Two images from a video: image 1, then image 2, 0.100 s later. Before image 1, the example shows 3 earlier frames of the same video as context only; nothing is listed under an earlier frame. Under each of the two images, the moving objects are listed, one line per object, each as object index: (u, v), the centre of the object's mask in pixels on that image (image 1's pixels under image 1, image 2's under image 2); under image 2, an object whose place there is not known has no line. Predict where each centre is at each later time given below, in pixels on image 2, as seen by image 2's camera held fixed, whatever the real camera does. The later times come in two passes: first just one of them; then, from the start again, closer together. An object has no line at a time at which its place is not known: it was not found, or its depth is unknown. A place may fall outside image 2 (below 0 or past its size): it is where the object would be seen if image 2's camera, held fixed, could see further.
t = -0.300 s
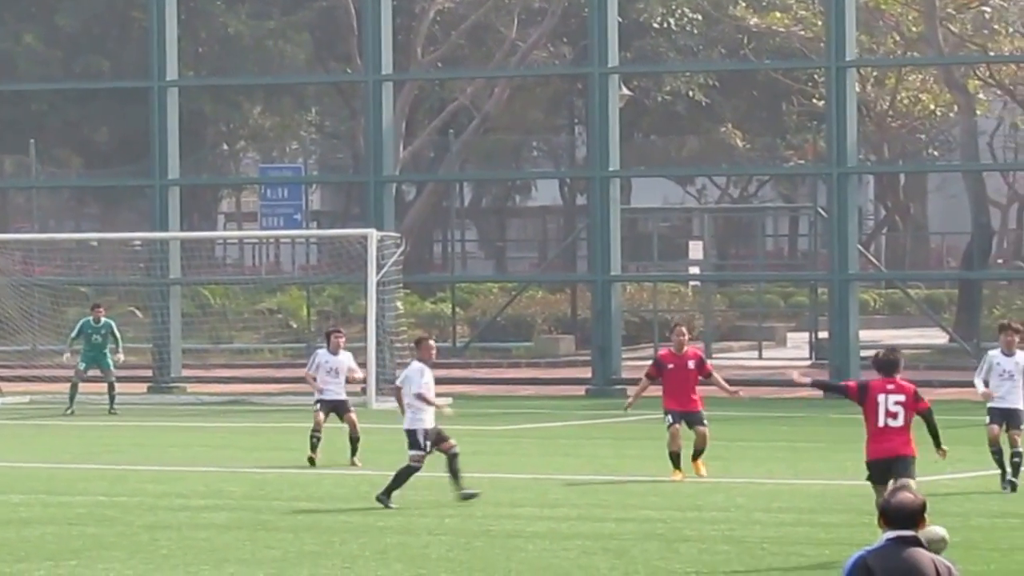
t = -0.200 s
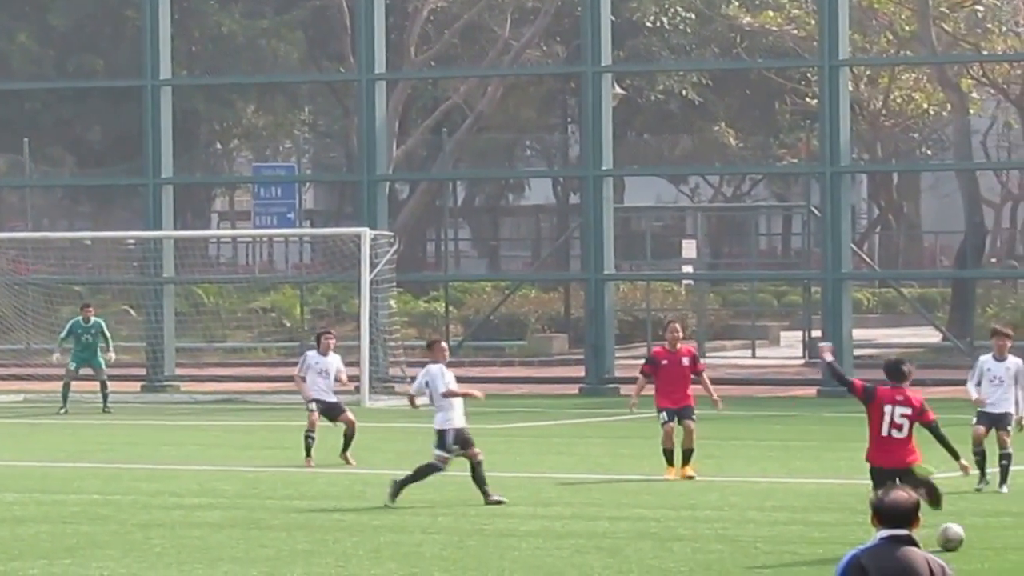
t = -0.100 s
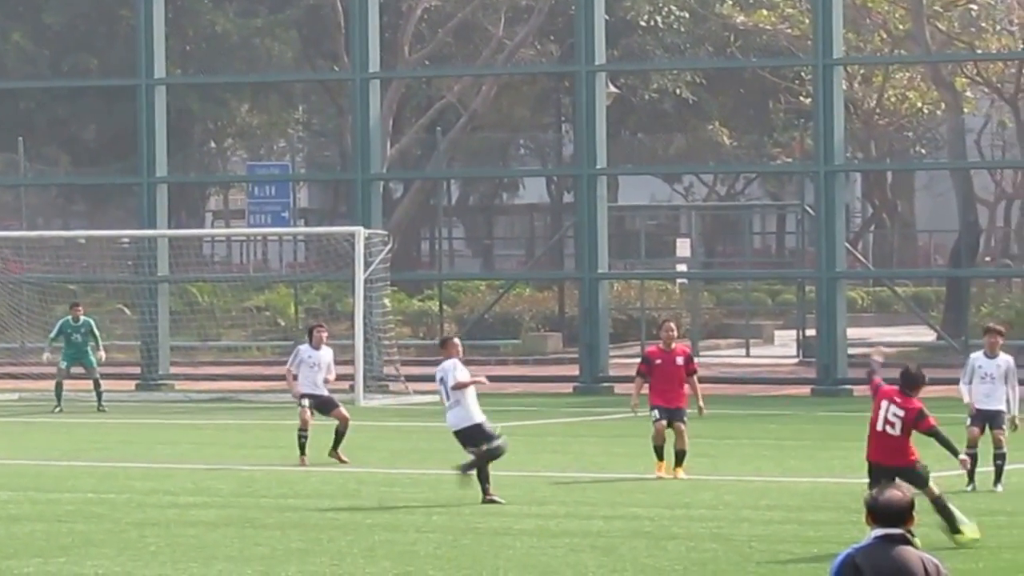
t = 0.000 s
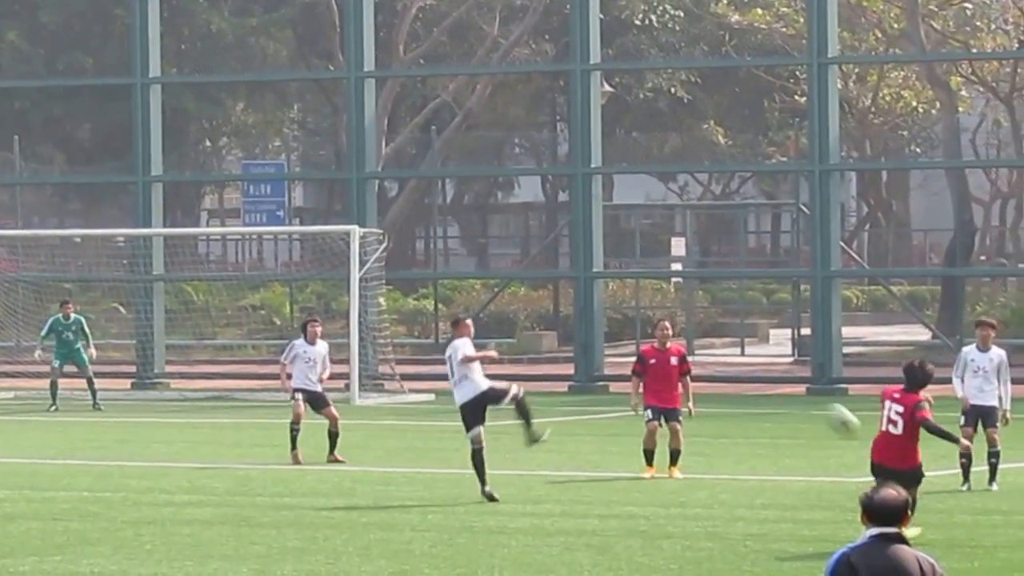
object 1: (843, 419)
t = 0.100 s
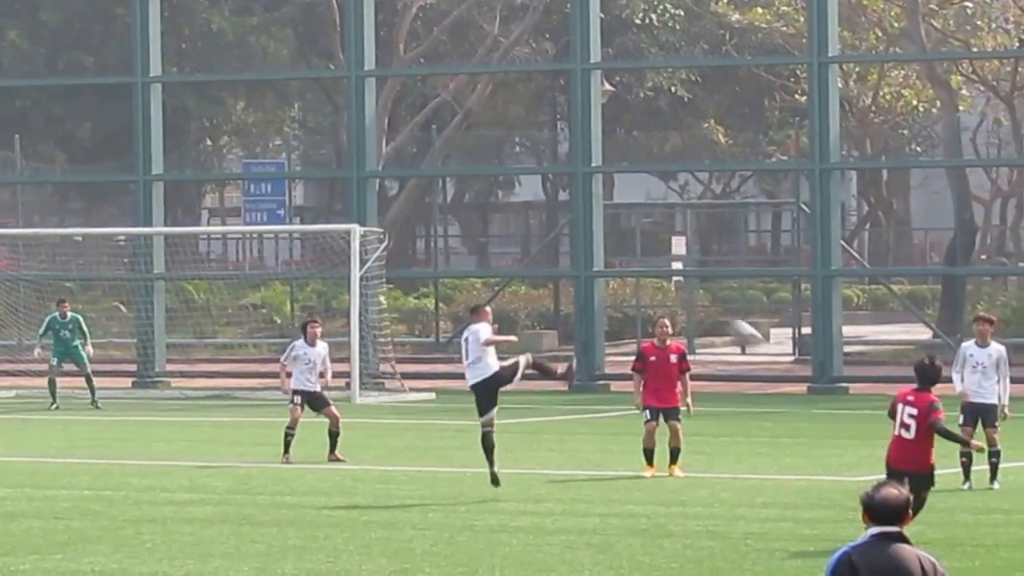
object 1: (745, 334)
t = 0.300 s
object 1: (570, 210)
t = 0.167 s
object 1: (686, 287)
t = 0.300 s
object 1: (570, 210)
